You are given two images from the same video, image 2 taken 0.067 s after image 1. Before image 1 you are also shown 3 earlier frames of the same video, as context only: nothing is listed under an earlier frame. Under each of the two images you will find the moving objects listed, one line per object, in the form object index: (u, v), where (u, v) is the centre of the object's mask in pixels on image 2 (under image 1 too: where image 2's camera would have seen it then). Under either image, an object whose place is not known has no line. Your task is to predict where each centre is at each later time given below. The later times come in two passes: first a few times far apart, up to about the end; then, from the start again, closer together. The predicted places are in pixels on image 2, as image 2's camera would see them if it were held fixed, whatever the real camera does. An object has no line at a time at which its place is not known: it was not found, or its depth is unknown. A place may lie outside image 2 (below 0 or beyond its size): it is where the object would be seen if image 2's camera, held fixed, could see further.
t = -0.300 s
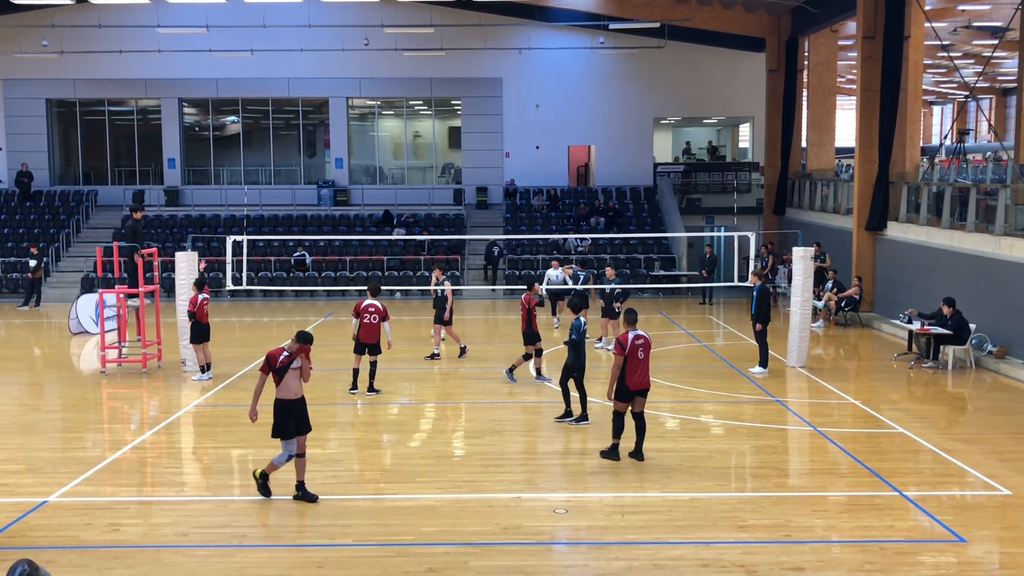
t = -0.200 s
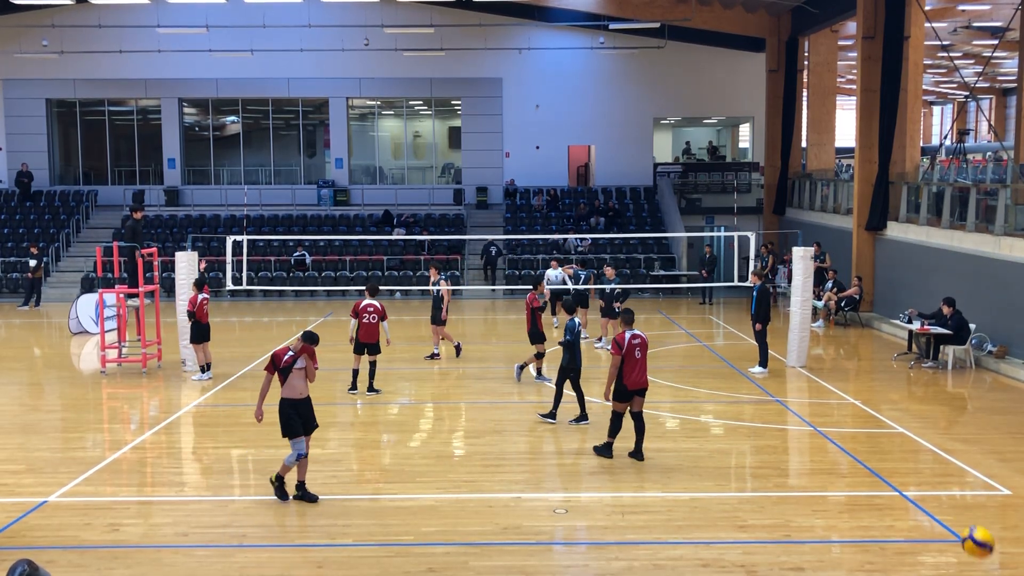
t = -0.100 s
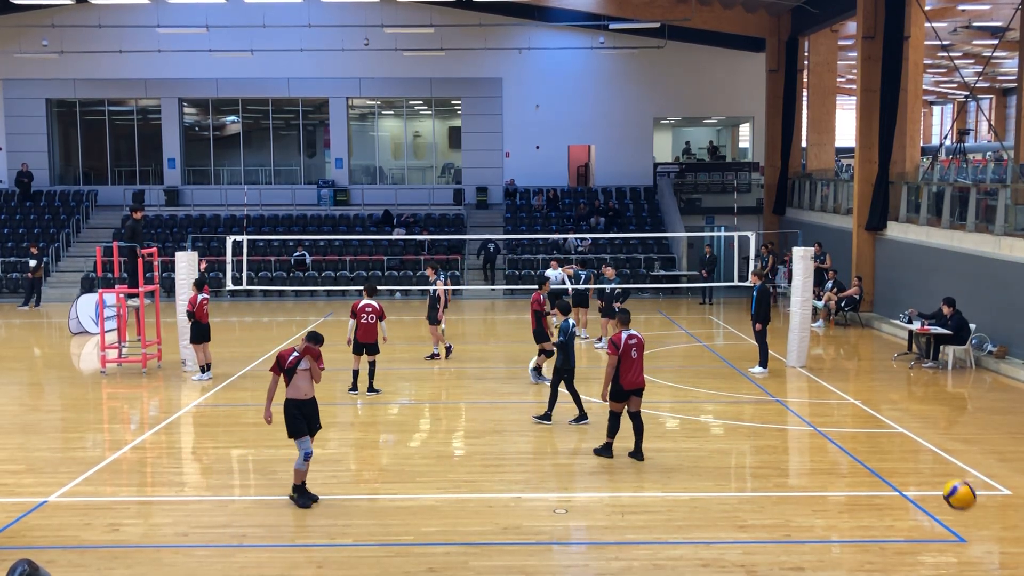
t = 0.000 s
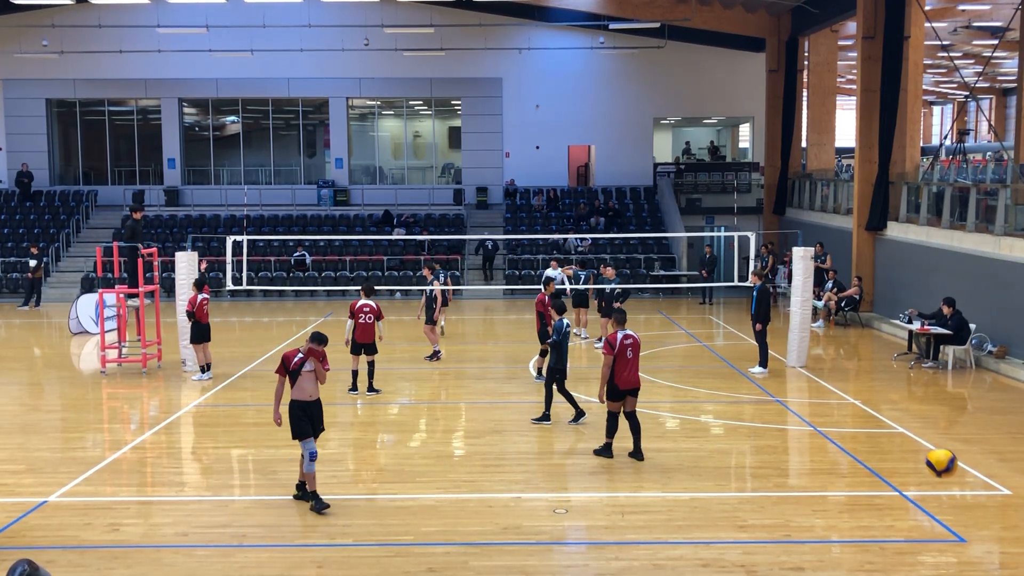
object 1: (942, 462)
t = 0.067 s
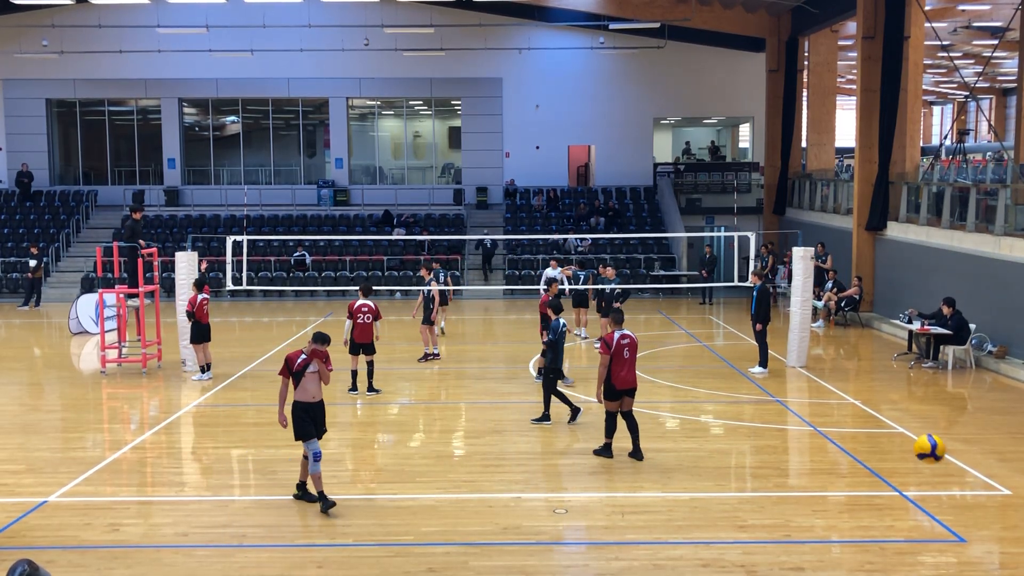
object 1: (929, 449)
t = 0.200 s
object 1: (906, 439)
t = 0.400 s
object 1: (871, 468)
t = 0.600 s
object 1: (837, 546)
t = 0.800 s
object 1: (807, 550)
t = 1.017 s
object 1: (777, 491)
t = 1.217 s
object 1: (747, 488)
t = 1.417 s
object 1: (721, 531)
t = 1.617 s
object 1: (695, 535)
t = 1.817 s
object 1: (671, 500)
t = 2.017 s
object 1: (647, 509)
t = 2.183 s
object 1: (628, 549)
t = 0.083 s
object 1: (926, 446)
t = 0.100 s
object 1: (924, 444)
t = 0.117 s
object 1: (921, 442)
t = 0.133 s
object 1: (918, 441)
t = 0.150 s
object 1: (915, 440)
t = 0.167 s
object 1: (912, 439)
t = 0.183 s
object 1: (909, 439)
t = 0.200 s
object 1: (906, 439)
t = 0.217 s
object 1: (903, 440)
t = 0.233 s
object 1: (900, 441)
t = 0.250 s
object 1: (897, 442)
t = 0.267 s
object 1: (894, 444)
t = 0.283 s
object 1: (891, 446)
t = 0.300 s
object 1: (888, 448)
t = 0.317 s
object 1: (885, 451)
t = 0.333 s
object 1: (883, 454)
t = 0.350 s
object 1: (880, 457)
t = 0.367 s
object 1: (877, 460)
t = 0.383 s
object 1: (874, 464)
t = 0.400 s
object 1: (871, 468)
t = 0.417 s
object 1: (867, 473)
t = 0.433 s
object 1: (865, 478)
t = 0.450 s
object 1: (862, 484)
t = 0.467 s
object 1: (859, 489)
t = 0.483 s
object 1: (856, 495)
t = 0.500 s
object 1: (853, 501)
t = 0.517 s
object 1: (851, 508)
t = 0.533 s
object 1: (848, 515)
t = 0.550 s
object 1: (845, 522)
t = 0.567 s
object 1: (843, 530)
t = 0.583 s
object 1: (839, 538)
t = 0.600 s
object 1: (837, 546)
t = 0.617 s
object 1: (834, 554)
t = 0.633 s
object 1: (832, 563)
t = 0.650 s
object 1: (829, 568)
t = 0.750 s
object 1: (814, 568)
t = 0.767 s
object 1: (811, 564)
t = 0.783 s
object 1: (809, 557)
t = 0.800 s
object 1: (807, 550)
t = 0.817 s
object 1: (805, 544)
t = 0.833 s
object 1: (803, 538)
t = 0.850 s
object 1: (801, 532)
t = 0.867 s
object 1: (798, 526)
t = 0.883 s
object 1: (795, 520)
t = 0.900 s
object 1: (793, 516)
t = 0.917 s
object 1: (791, 512)
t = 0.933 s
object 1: (788, 507)
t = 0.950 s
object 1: (786, 503)
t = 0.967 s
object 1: (784, 500)
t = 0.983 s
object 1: (781, 497)
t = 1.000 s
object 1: (779, 494)
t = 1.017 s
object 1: (777, 491)
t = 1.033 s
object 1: (774, 489)
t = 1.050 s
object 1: (772, 487)
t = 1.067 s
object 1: (770, 486)
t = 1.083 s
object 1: (767, 485)
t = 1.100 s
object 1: (764, 484)
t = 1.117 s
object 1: (762, 484)
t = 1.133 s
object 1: (760, 483)
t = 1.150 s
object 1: (757, 484)
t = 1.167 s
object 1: (755, 484)
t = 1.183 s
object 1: (752, 485)
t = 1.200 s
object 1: (750, 486)
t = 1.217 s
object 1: (747, 488)
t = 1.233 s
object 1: (746, 490)
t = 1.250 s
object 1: (743, 492)
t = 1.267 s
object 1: (741, 494)
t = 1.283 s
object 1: (739, 497)
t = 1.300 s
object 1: (736, 500)
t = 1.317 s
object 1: (734, 504)
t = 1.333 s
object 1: (732, 508)
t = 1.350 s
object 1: (729, 512)
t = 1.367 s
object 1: (727, 516)
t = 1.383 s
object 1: (725, 521)
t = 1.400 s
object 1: (723, 526)
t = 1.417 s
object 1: (721, 531)
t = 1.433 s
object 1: (719, 536)
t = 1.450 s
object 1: (716, 542)
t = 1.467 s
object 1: (714, 548)
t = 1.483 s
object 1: (712, 554)
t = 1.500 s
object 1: (710, 561)
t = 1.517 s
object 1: (707, 566)
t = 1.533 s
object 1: (705, 563)
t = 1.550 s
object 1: (703, 557)
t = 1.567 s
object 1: (702, 551)
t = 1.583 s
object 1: (700, 546)
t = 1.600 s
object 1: (697, 540)
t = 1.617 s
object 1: (695, 535)
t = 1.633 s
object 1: (693, 530)
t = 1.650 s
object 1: (692, 526)
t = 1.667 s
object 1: (689, 522)
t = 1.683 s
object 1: (687, 518)
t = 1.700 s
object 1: (685, 515)
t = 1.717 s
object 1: (683, 511)
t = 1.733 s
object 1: (681, 509)
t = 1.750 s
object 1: (679, 506)
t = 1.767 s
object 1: (677, 504)
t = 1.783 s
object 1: (675, 502)
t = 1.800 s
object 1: (673, 501)
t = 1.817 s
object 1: (671, 500)
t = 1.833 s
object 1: (669, 499)
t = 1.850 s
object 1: (667, 498)
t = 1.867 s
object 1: (665, 498)
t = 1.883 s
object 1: (663, 498)
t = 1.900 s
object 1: (661, 498)
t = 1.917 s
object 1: (659, 499)
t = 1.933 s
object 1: (657, 499)
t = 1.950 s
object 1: (655, 501)
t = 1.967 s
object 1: (653, 502)
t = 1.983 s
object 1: (651, 504)
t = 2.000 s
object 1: (649, 507)
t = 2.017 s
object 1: (647, 509)
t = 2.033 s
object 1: (646, 512)
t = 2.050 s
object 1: (644, 515)
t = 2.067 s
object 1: (642, 518)
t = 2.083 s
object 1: (640, 522)
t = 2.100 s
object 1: (638, 525)
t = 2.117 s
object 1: (636, 529)
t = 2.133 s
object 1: (634, 534)
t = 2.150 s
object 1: (632, 539)
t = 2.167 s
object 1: (630, 543)
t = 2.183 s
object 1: (628, 549)
